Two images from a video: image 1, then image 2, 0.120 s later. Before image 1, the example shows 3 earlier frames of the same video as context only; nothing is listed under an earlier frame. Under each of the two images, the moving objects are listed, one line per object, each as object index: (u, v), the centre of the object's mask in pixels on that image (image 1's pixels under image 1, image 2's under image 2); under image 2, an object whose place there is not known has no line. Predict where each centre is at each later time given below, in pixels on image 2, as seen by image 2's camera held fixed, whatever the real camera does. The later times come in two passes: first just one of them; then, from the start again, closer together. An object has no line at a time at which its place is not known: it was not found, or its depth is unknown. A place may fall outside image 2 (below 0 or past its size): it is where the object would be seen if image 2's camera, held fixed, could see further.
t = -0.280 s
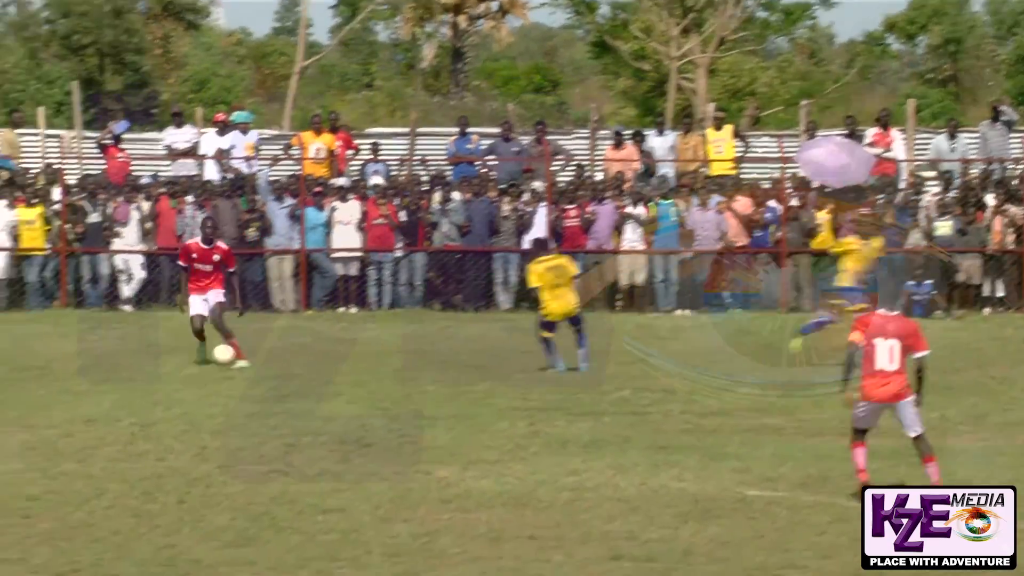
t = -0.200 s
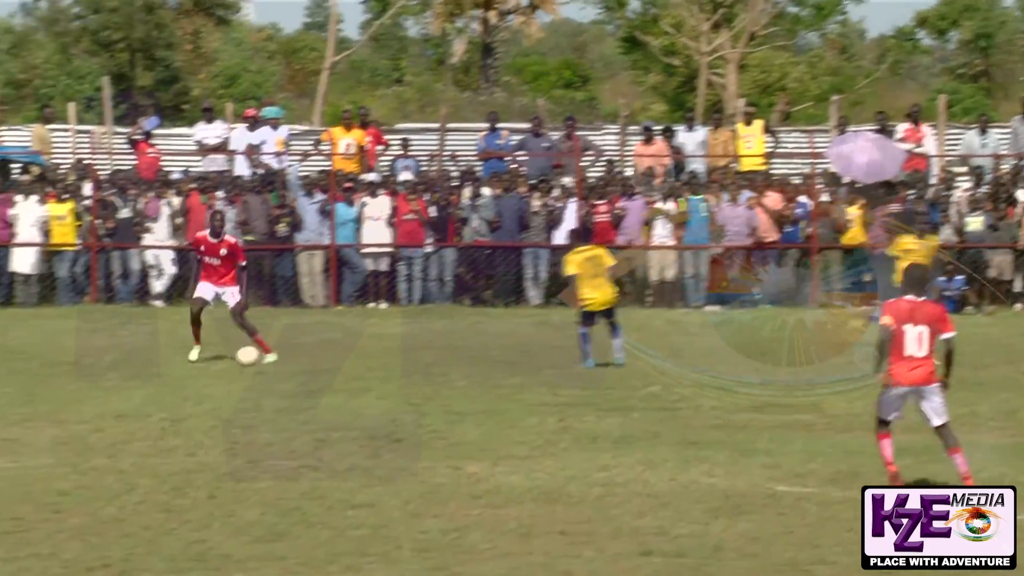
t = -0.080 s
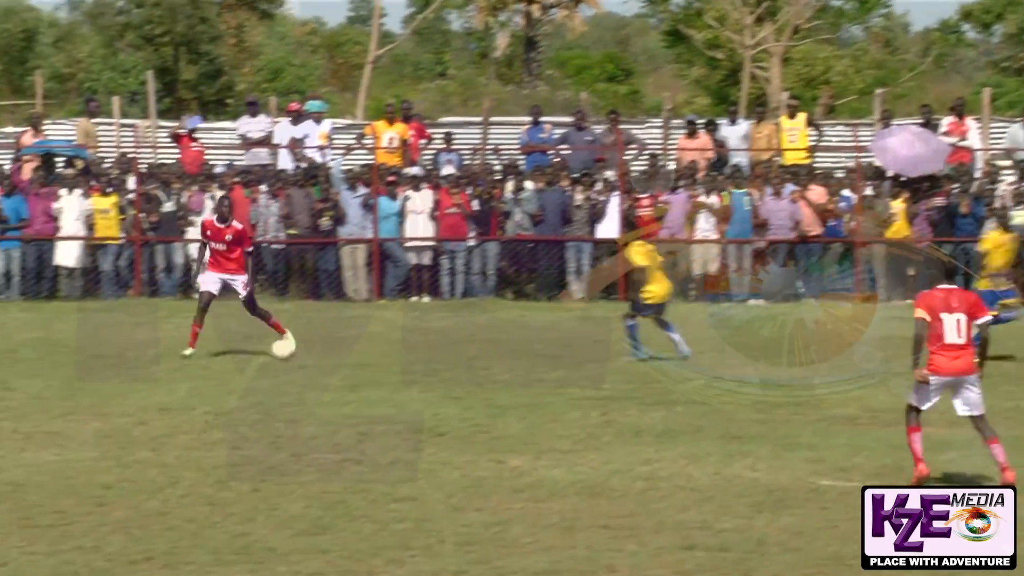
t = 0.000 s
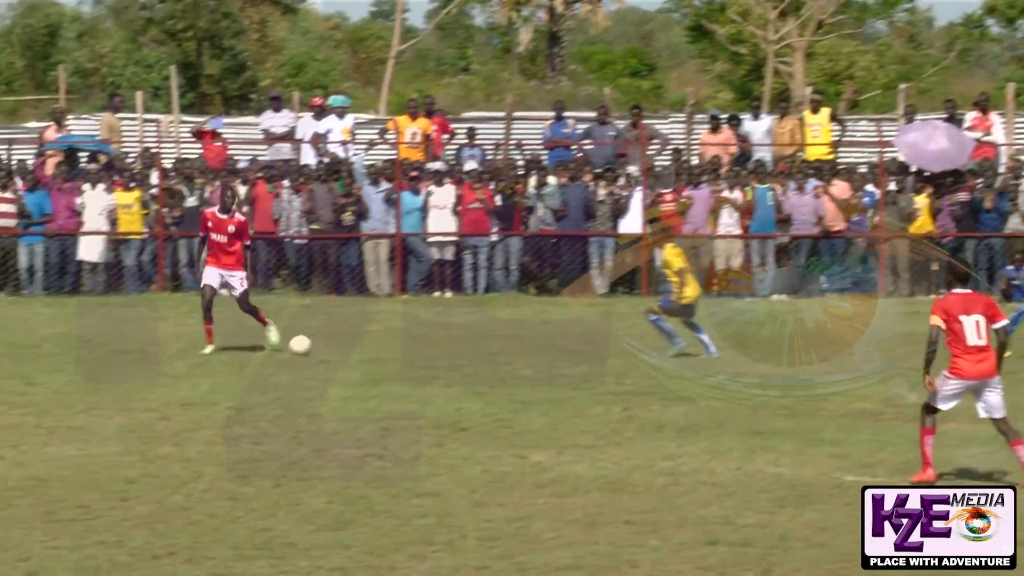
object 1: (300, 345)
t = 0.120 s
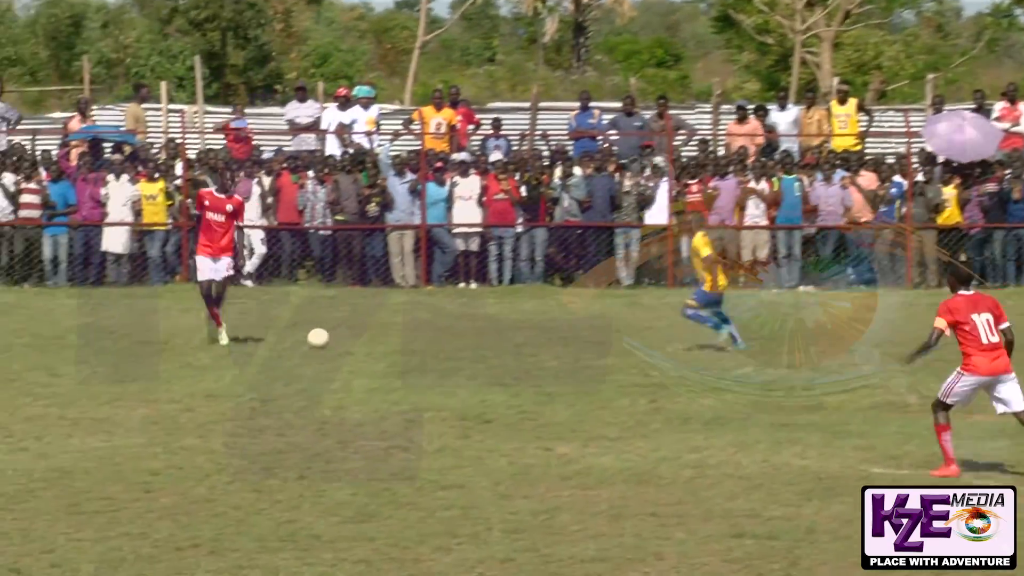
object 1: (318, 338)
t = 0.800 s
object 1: (293, 343)
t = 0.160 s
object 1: (316, 339)
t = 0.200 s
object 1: (315, 340)
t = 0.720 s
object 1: (296, 344)
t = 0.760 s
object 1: (295, 344)
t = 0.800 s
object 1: (293, 343)
